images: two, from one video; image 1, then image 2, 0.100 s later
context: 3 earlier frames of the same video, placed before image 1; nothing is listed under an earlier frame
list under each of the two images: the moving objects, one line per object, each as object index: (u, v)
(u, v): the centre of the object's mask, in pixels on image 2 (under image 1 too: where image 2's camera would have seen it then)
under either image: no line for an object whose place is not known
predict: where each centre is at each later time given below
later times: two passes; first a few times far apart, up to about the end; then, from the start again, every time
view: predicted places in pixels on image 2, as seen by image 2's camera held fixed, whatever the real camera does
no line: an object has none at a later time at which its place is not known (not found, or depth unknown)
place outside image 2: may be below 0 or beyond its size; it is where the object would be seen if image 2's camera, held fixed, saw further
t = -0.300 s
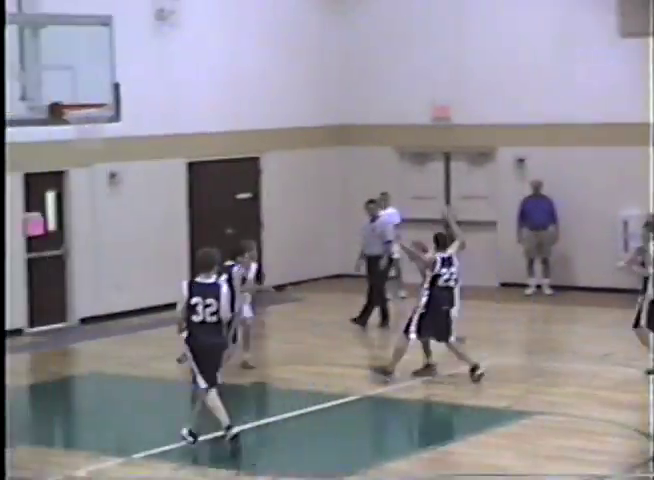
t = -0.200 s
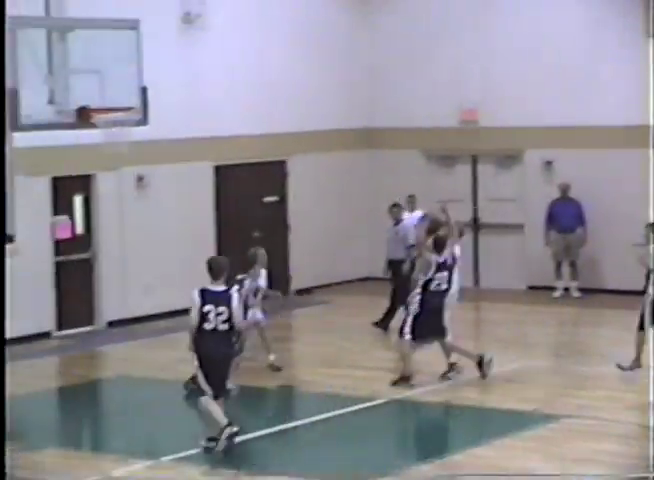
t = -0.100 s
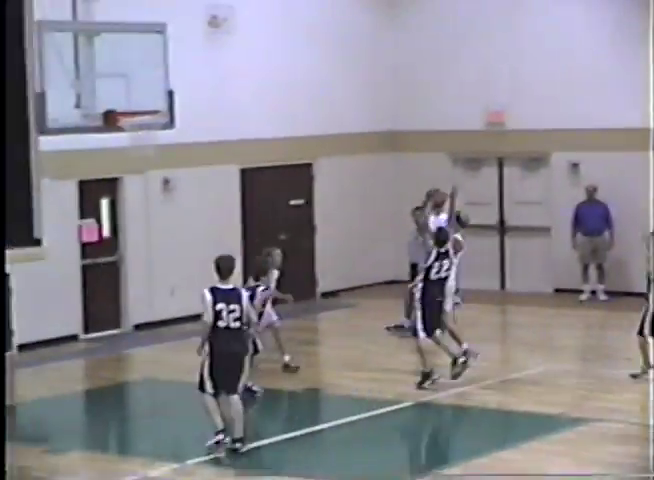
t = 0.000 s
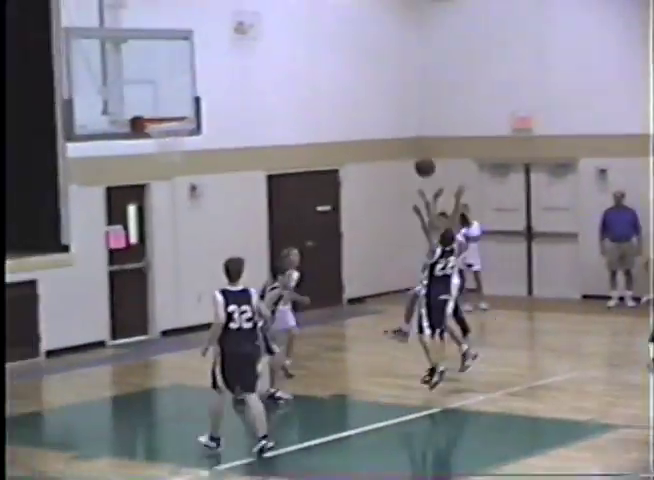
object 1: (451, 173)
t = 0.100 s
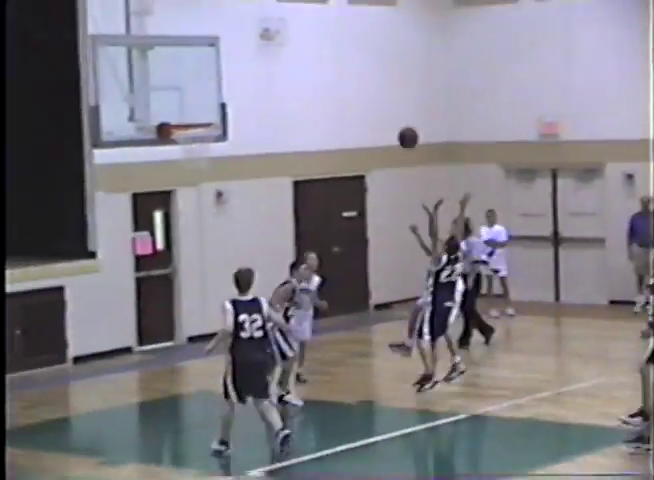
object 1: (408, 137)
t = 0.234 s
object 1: (351, 106)
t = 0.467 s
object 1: (251, 91)
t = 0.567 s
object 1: (208, 101)
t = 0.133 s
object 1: (394, 128)
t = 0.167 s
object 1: (379, 119)
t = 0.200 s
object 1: (365, 112)
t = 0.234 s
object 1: (351, 106)
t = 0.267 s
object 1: (337, 101)
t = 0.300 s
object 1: (323, 96)
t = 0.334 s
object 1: (309, 93)
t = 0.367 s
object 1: (295, 91)
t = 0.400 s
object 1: (280, 90)
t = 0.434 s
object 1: (265, 90)
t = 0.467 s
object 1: (251, 91)
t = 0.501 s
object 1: (237, 93)
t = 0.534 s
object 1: (222, 96)
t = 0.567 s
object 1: (208, 101)
